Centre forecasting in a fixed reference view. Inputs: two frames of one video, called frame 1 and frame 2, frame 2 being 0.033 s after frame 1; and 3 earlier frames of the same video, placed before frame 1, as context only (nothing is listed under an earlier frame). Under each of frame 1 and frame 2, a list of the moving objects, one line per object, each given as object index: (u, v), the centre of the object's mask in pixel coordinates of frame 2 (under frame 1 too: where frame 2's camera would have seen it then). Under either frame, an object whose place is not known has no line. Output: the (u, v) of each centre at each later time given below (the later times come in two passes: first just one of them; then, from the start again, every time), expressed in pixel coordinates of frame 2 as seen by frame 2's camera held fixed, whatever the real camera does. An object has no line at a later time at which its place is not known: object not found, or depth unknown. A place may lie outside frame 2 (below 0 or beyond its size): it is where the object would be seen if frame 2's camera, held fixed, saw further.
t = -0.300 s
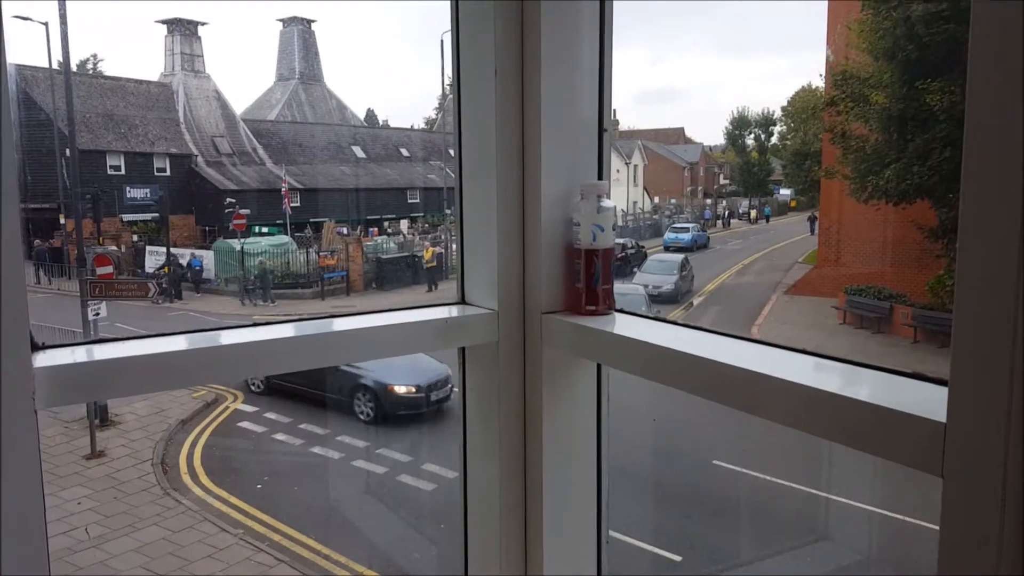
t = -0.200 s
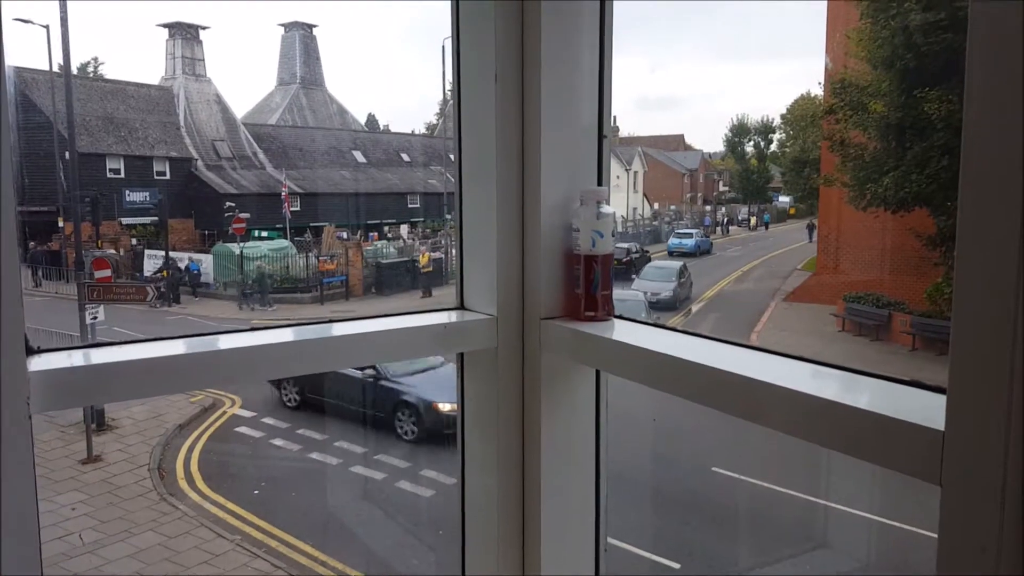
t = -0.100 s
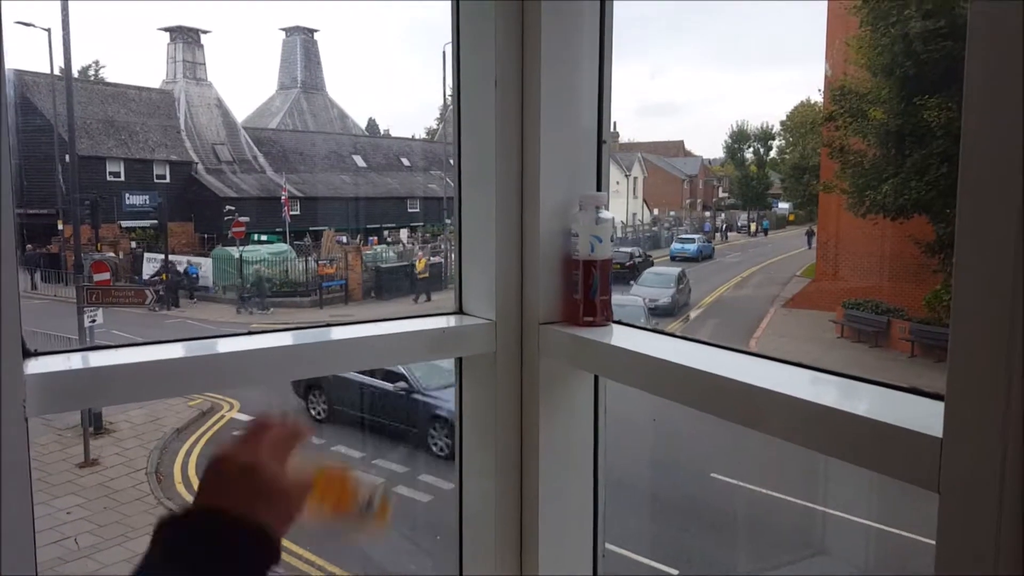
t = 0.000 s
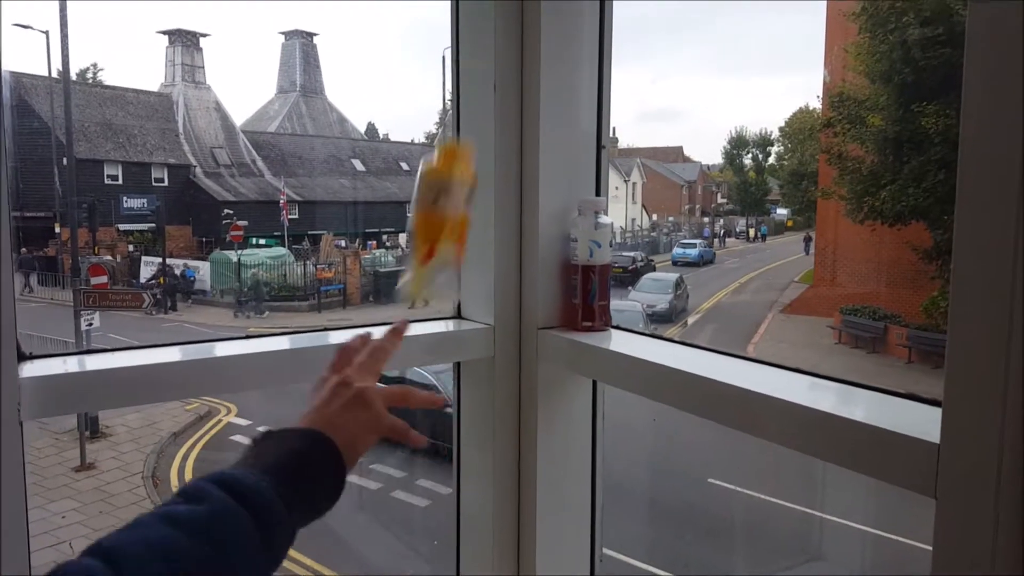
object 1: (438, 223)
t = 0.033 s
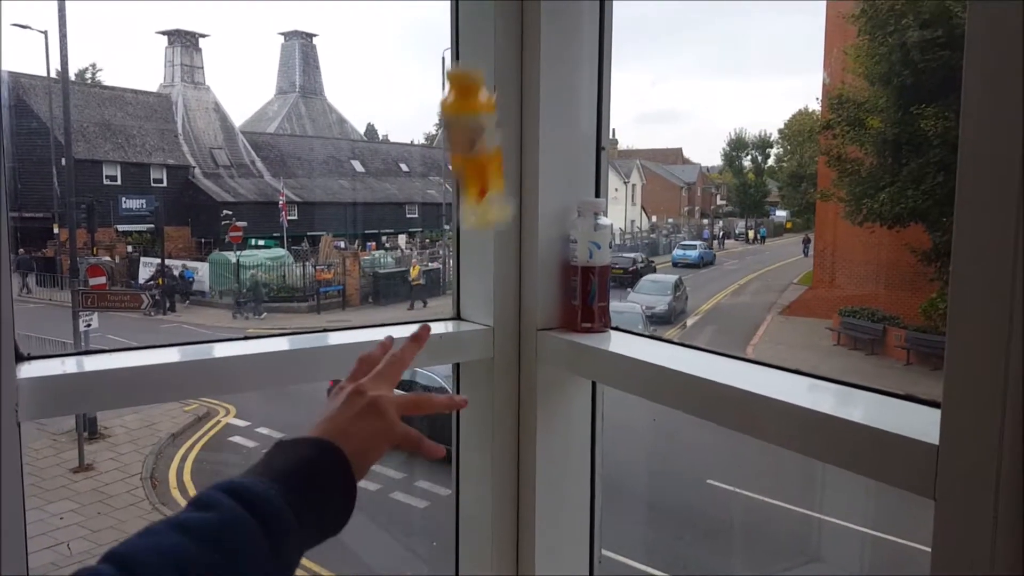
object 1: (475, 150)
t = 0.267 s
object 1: (553, 25)
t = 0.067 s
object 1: (500, 81)
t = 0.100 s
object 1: (510, 20)
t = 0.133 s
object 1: (553, 15)
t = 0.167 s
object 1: (561, 5)
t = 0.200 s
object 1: (544, 9)
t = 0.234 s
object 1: (544, 15)
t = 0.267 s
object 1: (553, 25)
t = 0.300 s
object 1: (567, 35)
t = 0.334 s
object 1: (572, 49)
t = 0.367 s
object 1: (580, 69)
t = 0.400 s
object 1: (591, 114)
